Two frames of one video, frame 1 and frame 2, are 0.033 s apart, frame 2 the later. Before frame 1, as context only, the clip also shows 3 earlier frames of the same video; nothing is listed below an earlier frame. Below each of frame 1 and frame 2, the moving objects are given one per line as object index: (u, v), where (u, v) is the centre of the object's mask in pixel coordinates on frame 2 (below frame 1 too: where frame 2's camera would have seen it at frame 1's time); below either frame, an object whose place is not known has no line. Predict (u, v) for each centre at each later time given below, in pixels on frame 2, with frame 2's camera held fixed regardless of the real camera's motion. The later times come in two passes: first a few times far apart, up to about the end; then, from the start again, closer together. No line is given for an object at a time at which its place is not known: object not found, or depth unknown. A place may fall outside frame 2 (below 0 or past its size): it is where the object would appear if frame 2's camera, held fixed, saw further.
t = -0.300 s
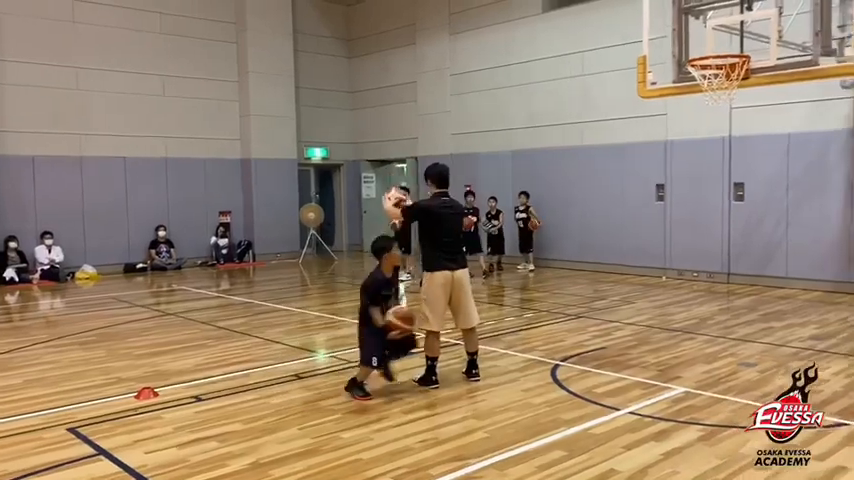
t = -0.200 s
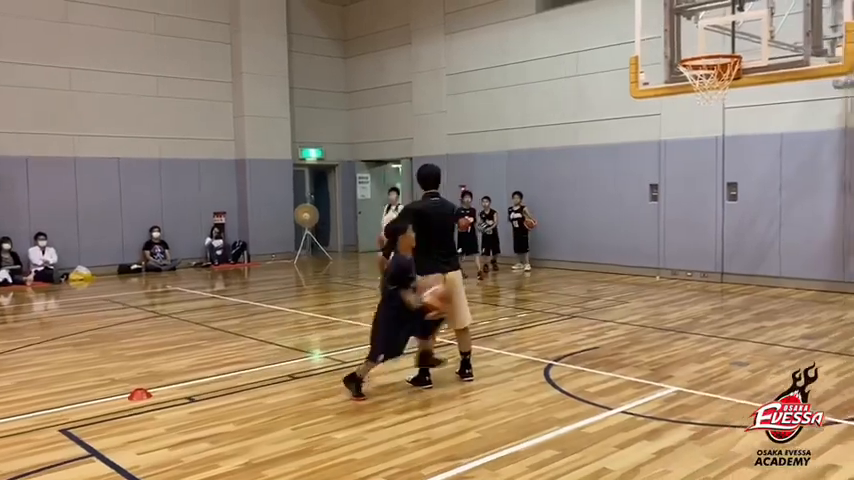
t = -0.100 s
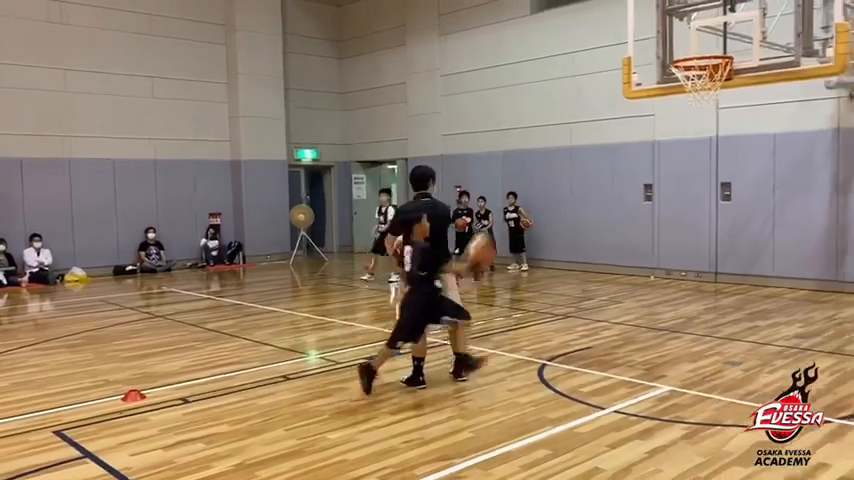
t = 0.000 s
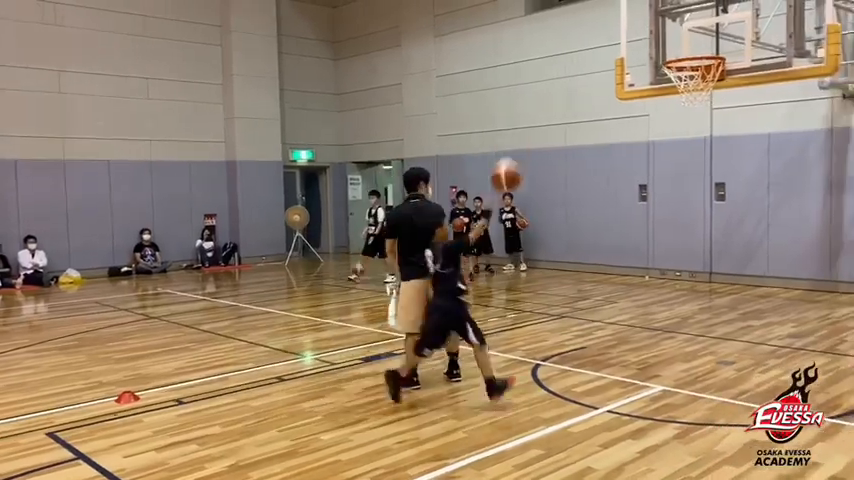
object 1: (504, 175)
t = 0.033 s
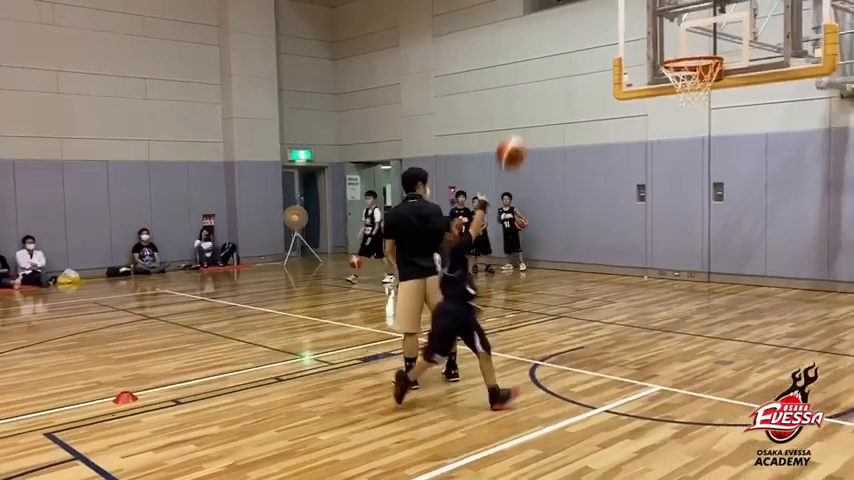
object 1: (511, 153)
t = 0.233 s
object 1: (555, 45)
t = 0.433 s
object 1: (598, 1)
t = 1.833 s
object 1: (560, 281)
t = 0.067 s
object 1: (518, 131)
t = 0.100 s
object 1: (525, 111)
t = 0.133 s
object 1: (532, 93)
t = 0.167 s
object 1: (540, 76)
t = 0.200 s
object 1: (547, 60)
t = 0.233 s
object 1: (555, 45)
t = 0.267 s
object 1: (562, 32)
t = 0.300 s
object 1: (569, 21)
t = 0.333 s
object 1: (576, 12)
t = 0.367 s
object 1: (585, 7)
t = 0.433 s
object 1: (598, 1)
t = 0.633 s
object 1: (643, 1)
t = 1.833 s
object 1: (560, 281)
